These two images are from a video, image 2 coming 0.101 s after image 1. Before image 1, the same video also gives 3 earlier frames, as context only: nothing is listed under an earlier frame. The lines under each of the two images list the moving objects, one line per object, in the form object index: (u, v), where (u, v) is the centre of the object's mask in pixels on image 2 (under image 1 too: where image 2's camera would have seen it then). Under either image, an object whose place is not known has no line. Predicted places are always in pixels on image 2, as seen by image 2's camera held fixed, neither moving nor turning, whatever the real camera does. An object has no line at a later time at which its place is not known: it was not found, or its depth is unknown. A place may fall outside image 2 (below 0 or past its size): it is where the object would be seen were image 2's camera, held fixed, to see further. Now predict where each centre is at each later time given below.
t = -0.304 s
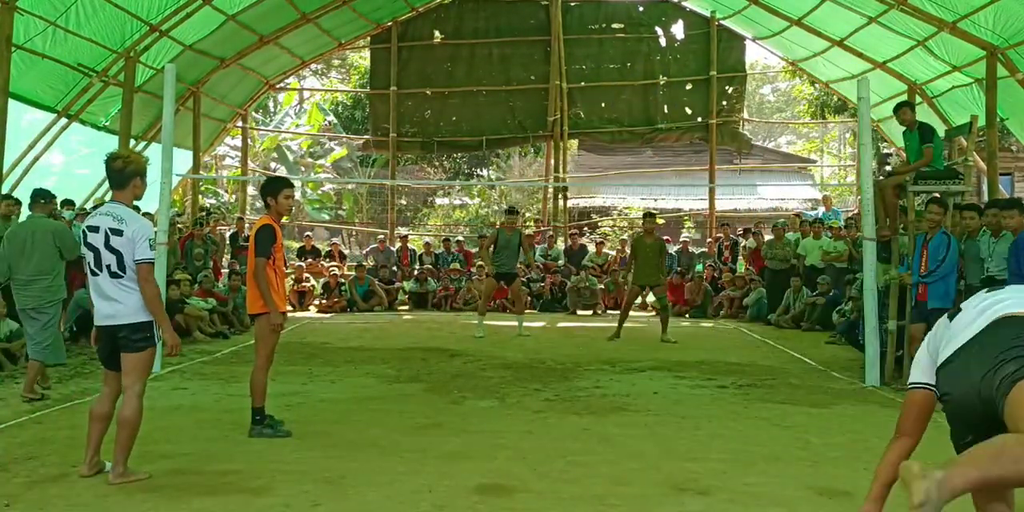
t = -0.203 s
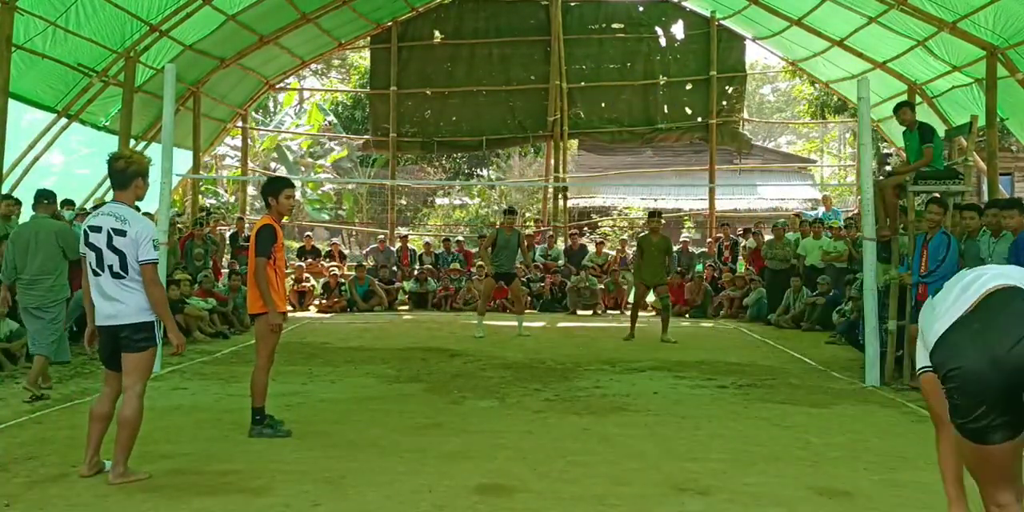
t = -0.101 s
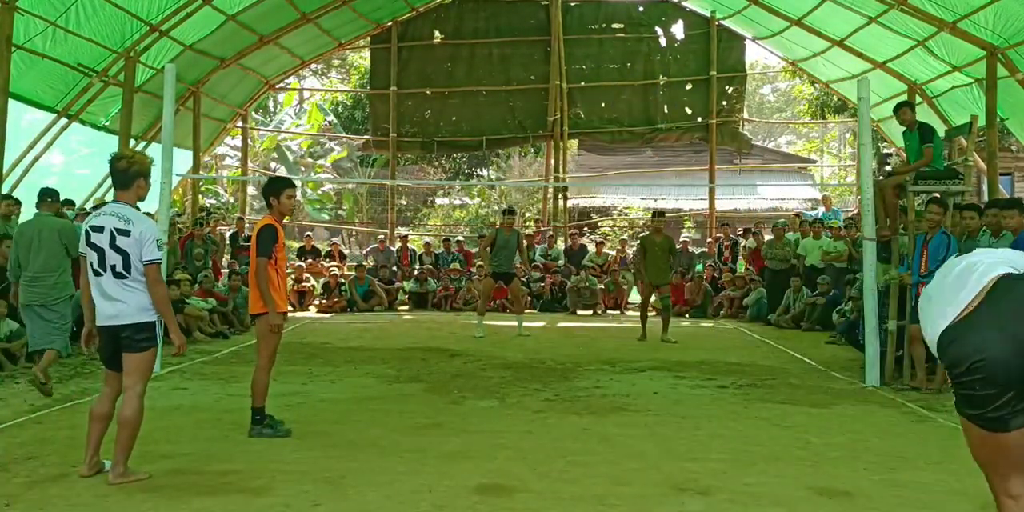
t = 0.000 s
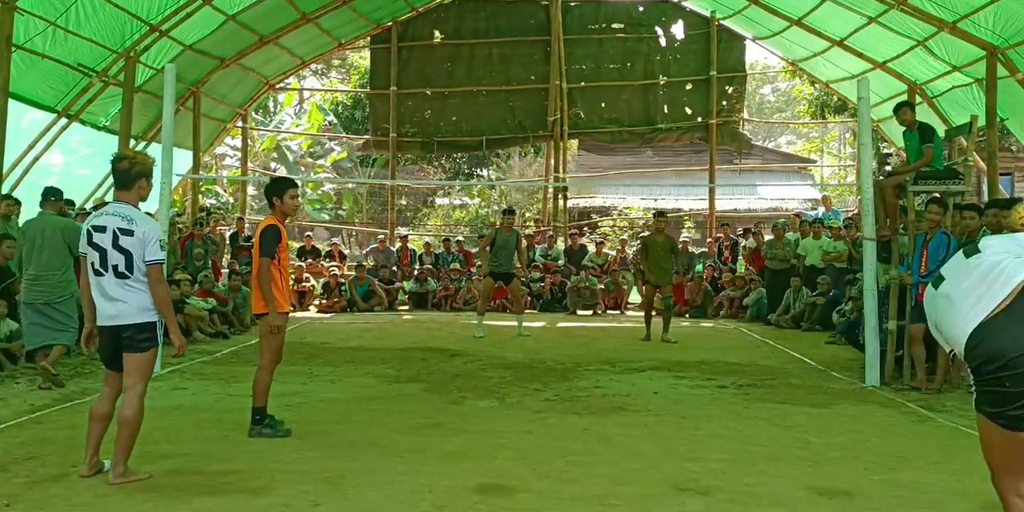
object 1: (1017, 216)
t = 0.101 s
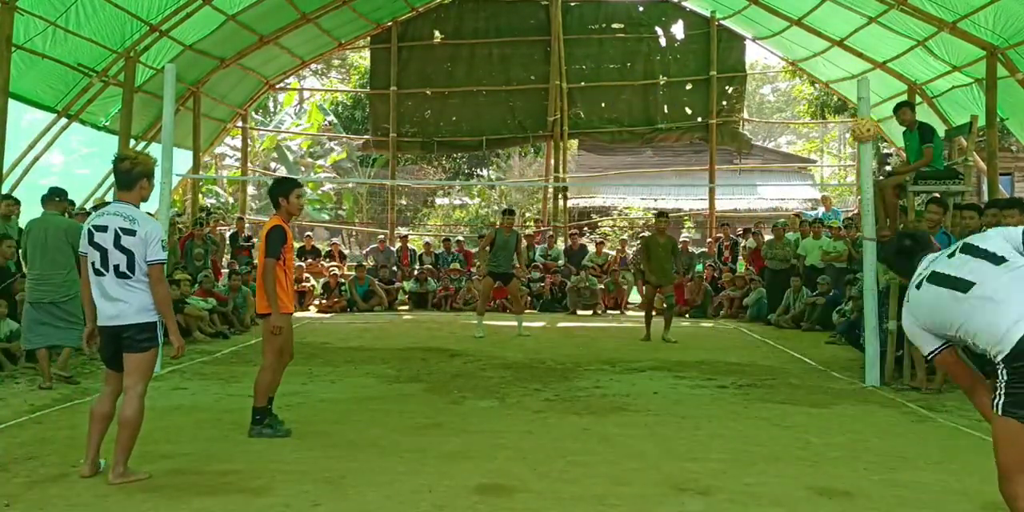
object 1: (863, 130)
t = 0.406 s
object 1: (595, 62)
